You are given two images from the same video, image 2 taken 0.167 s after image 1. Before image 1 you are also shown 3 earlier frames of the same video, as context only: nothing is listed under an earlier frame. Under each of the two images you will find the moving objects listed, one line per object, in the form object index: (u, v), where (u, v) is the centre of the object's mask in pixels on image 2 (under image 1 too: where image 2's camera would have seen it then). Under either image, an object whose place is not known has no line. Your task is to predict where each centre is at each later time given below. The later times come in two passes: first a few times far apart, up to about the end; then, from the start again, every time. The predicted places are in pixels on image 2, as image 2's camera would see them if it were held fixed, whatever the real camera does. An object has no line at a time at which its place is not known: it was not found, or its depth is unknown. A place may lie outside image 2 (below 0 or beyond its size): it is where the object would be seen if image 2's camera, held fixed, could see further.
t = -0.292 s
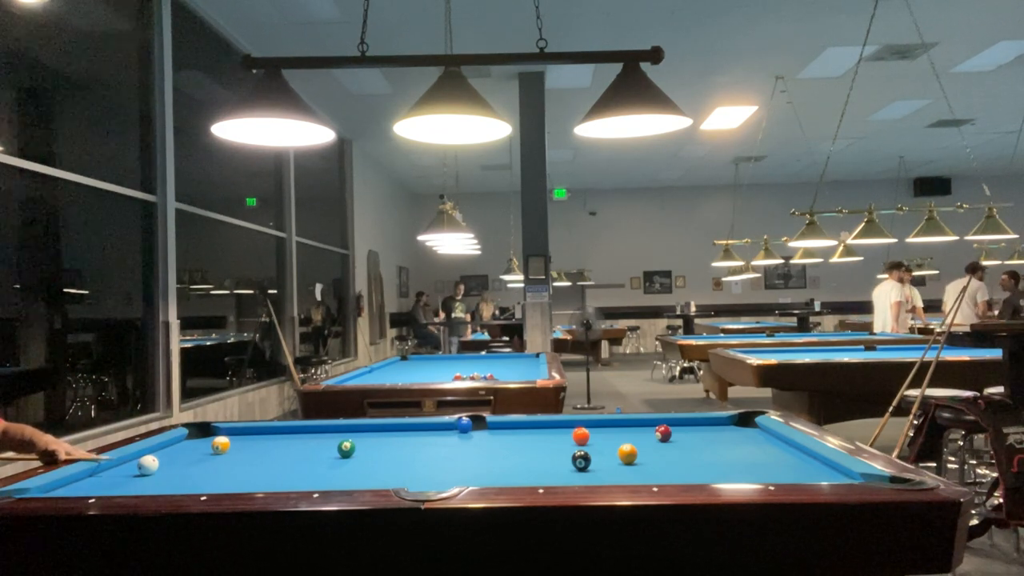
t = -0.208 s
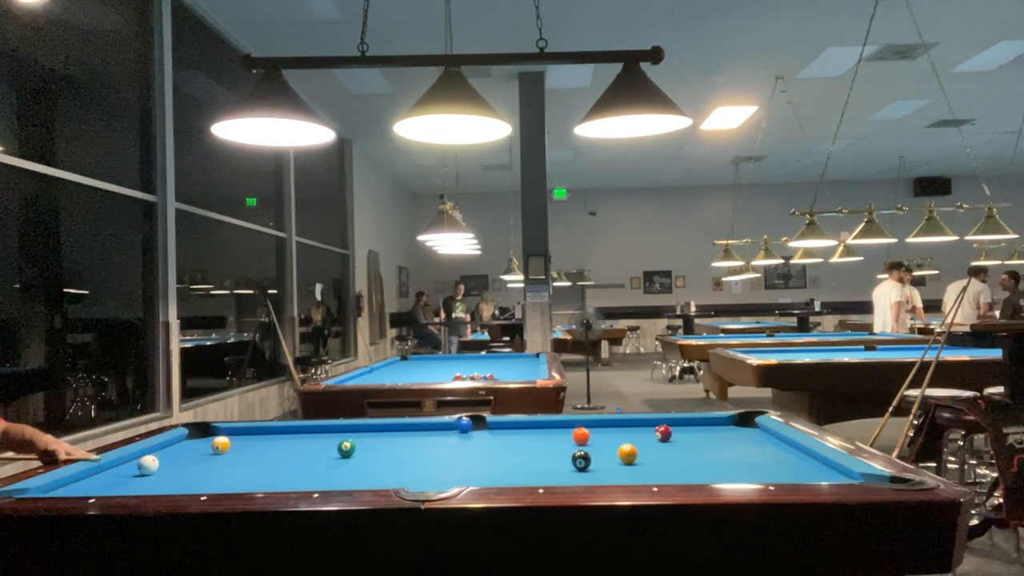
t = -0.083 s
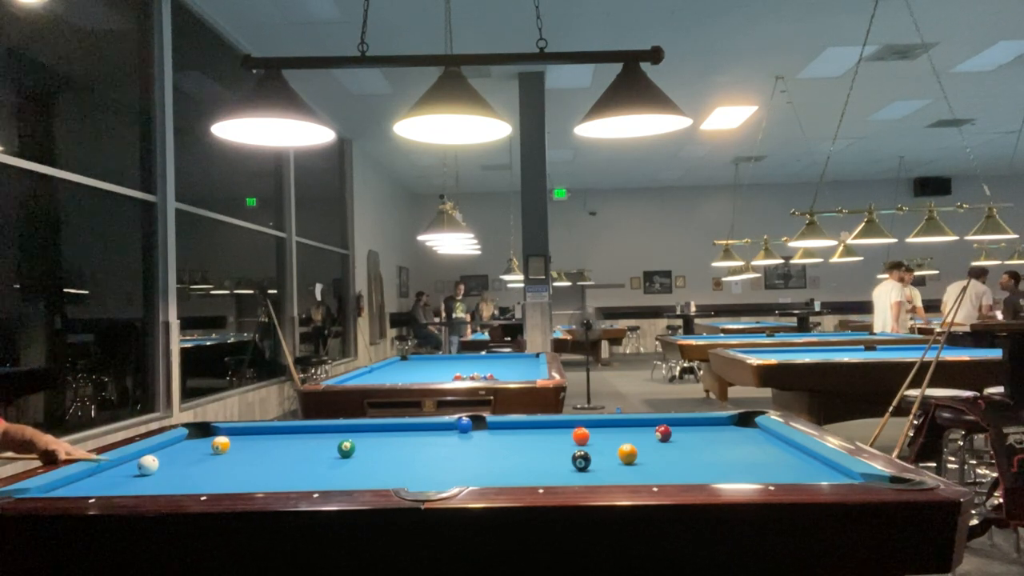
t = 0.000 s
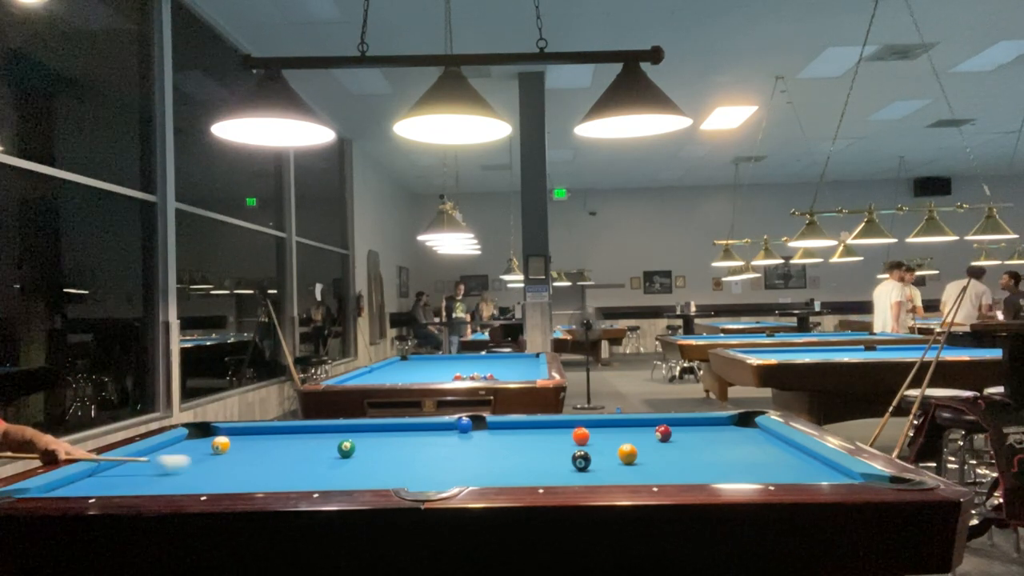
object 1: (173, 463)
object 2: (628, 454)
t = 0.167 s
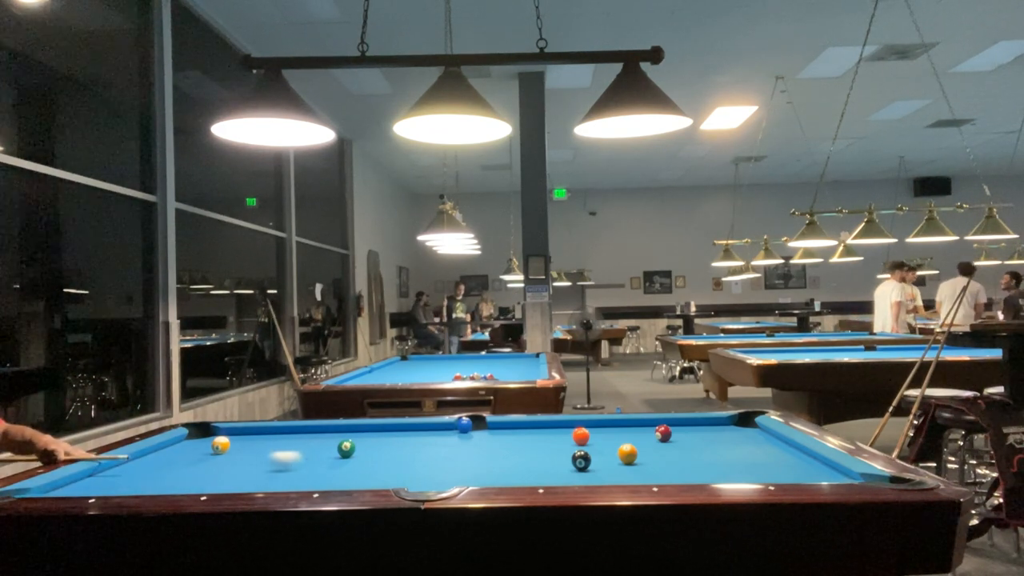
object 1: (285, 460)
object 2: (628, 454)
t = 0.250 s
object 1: (339, 458)
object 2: (628, 454)
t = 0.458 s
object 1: (475, 455)
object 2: (628, 454)
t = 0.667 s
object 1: (608, 450)
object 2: (628, 454)
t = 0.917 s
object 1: (688, 437)
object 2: (698, 463)
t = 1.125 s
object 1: (748, 429)
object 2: (758, 470)
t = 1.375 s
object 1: (710, 423)
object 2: (828, 474)
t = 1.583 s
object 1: (670, 420)
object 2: (840, 472)
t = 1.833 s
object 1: (634, 425)
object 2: (813, 470)
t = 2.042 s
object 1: (604, 428)
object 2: (794, 468)
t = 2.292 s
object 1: (566, 431)
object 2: (773, 465)
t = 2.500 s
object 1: (536, 435)
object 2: (758, 462)
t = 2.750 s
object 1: (499, 440)
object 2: (742, 460)
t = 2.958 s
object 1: (468, 443)
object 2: (731, 458)
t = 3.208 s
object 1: (431, 448)
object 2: (720, 456)
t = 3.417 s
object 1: (400, 451)
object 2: (712, 455)
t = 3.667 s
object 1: (363, 456)
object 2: (704, 453)
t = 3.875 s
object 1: (333, 459)
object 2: (699, 452)
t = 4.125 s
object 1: (296, 464)
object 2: (693, 452)
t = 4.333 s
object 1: (267, 467)
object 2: (690, 451)
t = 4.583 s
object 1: (231, 472)
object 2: (689, 451)
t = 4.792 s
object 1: (203, 475)
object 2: (688, 451)
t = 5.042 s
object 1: (169, 479)
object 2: (688, 451)
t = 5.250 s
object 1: (143, 481)
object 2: (688, 451)
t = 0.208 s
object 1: (312, 459)
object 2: (627, 454)
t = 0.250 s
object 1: (339, 458)
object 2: (628, 454)
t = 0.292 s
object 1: (368, 457)
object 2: (628, 454)
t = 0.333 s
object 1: (394, 457)
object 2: (628, 454)
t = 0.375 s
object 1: (422, 456)
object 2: (628, 454)
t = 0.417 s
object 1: (449, 455)
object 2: (628, 454)
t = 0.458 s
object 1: (475, 455)
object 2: (628, 454)
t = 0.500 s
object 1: (502, 454)
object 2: (628, 454)
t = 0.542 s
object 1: (529, 453)
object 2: (628, 454)
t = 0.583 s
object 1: (555, 452)
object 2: (628, 454)
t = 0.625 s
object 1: (583, 447)
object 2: (627, 454)
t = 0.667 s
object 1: (608, 450)
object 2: (628, 454)
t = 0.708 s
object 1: (621, 448)
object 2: (639, 455)
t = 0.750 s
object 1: (634, 446)
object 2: (652, 457)
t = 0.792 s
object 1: (648, 443)
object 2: (665, 458)
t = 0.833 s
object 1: (661, 442)
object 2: (677, 460)
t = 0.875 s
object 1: (675, 439)
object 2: (687, 461)
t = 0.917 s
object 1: (688, 437)
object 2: (698, 463)
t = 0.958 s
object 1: (701, 436)
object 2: (710, 465)
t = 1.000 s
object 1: (714, 434)
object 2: (722, 466)
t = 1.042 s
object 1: (725, 432)
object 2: (733, 467)
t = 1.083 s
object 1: (737, 431)
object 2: (745, 469)
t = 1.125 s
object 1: (748, 429)
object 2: (758, 470)
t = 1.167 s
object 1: (756, 428)
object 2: (770, 470)
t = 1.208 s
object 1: (747, 426)
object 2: (782, 472)
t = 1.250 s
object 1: (738, 426)
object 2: (795, 473)
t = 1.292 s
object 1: (728, 425)
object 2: (808, 474)
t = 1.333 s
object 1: (719, 424)
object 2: (821, 475)
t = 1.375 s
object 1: (710, 423)
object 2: (828, 474)
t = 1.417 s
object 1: (701, 422)
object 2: (832, 474)
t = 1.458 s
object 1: (693, 421)
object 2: (837, 473)
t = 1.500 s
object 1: (685, 421)
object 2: (842, 473)
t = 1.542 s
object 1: (677, 420)
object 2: (845, 473)
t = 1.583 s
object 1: (670, 420)
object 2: (840, 472)
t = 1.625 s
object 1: (664, 420)
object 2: (835, 472)
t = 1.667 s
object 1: (657, 420)
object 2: (831, 471)
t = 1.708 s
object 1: (652, 422)
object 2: (826, 470)
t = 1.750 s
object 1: (646, 423)
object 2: (822, 470)
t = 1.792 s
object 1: (640, 424)
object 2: (818, 470)
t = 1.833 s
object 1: (634, 425)
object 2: (813, 470)
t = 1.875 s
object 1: (628, 426)
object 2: (809, 469)
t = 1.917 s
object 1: (622, 426)
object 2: (805, 469)
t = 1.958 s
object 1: (616, 426)
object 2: (801, 468)
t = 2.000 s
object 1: (610, 427)
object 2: (798, 468)
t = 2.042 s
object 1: (604, 428)
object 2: (794, 468)
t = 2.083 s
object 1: (597, 429)
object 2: (790, 467)
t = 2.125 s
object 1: (592, 428)
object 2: (786, 467)
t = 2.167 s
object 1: (587, 427)
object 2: (783, 466)
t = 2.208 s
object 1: (579, 426)
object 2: (780, 466)
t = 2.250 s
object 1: (571, 429)
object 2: (776, 465)
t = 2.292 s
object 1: (566, 431)
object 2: (773, 465)
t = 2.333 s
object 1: (561, 432)
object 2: (770, 464)
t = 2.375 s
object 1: (554, 433)
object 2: (767, 463)
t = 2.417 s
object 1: (548, 434)
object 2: (764, 463)
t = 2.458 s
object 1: (542, 434)
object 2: (761, 462)
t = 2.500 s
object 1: (536, 435)
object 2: (758, 462)
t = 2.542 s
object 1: (530, 436)
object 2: (755, 462)
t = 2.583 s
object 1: (524, 437)
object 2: (752, 461)
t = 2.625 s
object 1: (518, 437)
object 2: (750, 461)
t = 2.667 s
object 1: (511, 438)
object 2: (747, 460)
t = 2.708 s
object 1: (505, 439)
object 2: (744, 460)
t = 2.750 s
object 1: (499, 440)
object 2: (742, 460)
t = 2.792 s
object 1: (493, 440)
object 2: (740, 459)
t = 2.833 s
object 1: (487, 441)
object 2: (738, 459)
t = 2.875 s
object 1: (480, 442)
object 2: (735, 459)
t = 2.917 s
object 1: (475, 442)
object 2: (733, 458)
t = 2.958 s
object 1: (468, 443)
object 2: (731, 458)
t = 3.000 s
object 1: (462, 444)
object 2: (729, 458)
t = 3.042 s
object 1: (456, 445)
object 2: (727, 457)
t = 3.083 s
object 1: (450, 445)
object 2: (725, 457)
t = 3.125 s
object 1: (443, 446)
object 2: (723, 457)
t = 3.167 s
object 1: (437, 447)
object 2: (721, 456)
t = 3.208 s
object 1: (431, 448)
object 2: (720, 456)
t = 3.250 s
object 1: (425, 448)
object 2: (718, 456)
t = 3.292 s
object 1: (419, 449)
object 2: (716, 456)
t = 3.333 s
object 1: (412, 450)
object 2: (715, 455)
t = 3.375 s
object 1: (406, 451)
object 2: (713, 455)
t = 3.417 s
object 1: (400, 451)
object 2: (712, 455)
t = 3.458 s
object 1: (394, 452)
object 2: (710, 455)
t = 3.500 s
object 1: (387, 453)
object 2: (709, 454)
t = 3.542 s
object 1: (381, 454)
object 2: (708, 454)
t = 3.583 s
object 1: (375, 454)
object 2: (706, 454)
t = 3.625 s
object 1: (369, 455)
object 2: (705, 454)
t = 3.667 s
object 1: (363, 456)
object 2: (704, 453)
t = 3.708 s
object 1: (357, 457)
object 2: (703, 453)
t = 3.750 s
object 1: (351, 457)
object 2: (702, 453)
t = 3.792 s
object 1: (344, 458)
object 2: (701, 453)
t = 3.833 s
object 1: (339, 459)
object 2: (700, 453)
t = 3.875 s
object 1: (333, 459)
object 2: (699, 452)
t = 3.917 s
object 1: (327, 460)
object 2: (697, 452)
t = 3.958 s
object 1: (320, 461)
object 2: (696, 452)
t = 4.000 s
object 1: (314, 462)
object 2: (695, 452)
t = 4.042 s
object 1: (309, 463)
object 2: (695, 452)
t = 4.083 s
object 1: (302, 463)
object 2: (694, 452)
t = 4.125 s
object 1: (296, 464)
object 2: (693, 452)
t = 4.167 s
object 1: (290, 465)
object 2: (693, 452)
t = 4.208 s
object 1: (284, 466)
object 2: (692, 452)
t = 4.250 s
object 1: (279, 466)
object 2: (691, 451)
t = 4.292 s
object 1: (273, 467)
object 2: (691, 451)
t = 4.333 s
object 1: (267, 467)
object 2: (690, 451)
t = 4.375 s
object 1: (261, 468)
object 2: (690, 451)
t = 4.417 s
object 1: (255, 469)
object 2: (689, 451)
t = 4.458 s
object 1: (249, 470)
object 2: (689, 451)
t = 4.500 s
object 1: (243, 470)
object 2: (689, 451)
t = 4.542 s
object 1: (237, 471)
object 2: (689, 451)
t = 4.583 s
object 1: (231, 472)
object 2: (689, 451)
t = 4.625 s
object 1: (225, 473)
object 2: (688, 451)
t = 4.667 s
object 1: (220, 473)
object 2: (688, 451)
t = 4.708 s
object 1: (214, 474)
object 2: (688, 451)
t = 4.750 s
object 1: (208, 475)
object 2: (688, 451)
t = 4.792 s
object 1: (203, 475)
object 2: (688, 451)
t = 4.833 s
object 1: (197, 476)
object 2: (688, 451)
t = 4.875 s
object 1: (191, 476)
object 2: (688, 451)
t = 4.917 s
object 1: (186, 477)
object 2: (688, 451)
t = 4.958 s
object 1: (180, 478)
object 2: (688, 451)
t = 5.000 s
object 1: (175, 478)
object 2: (688, 451)
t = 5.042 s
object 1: (169, 479)
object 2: (688, 451)
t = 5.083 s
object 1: (164, 479)
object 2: (688, 451)
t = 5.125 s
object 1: (158, 480)
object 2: (688, 451)
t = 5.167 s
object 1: (153, 480)
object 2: (688, 451)
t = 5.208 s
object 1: (148, 481)
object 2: (688, 451)
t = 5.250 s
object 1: (143, 481)
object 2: (688, 451)
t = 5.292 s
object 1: (138, 482)
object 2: (688, 451)
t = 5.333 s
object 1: (132, 482)
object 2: (688, 451)
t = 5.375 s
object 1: (127, 483)
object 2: (688, 451)
